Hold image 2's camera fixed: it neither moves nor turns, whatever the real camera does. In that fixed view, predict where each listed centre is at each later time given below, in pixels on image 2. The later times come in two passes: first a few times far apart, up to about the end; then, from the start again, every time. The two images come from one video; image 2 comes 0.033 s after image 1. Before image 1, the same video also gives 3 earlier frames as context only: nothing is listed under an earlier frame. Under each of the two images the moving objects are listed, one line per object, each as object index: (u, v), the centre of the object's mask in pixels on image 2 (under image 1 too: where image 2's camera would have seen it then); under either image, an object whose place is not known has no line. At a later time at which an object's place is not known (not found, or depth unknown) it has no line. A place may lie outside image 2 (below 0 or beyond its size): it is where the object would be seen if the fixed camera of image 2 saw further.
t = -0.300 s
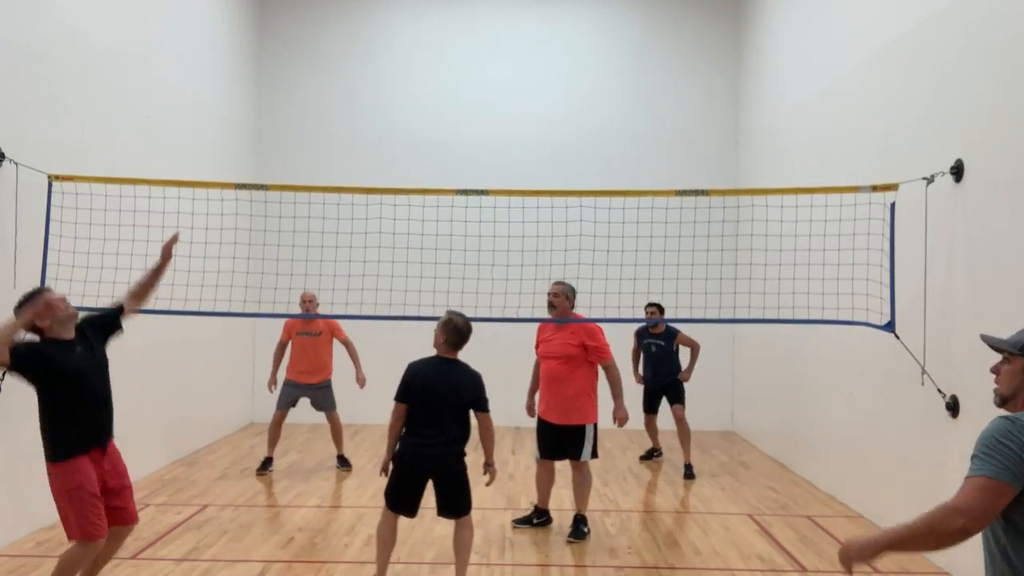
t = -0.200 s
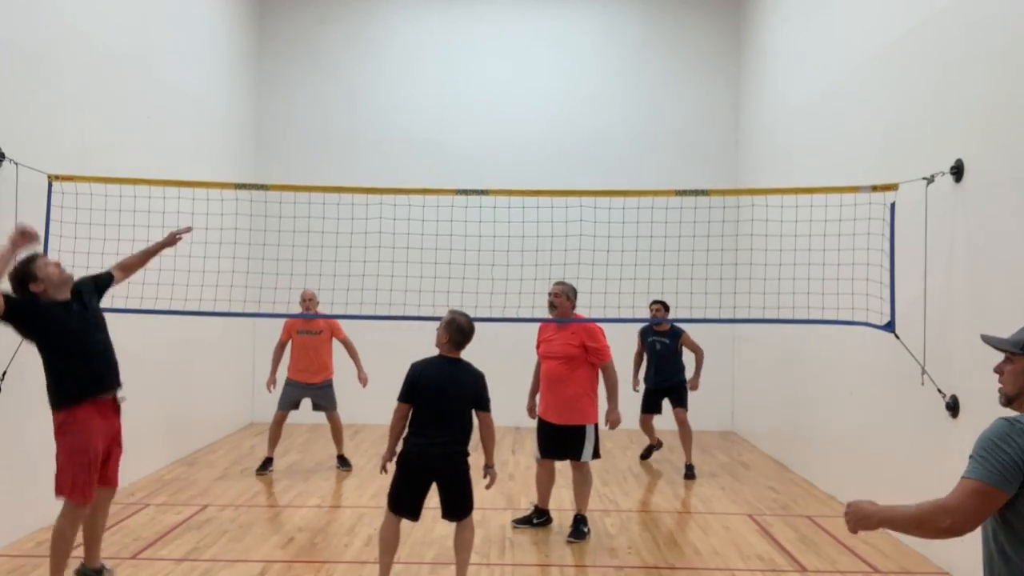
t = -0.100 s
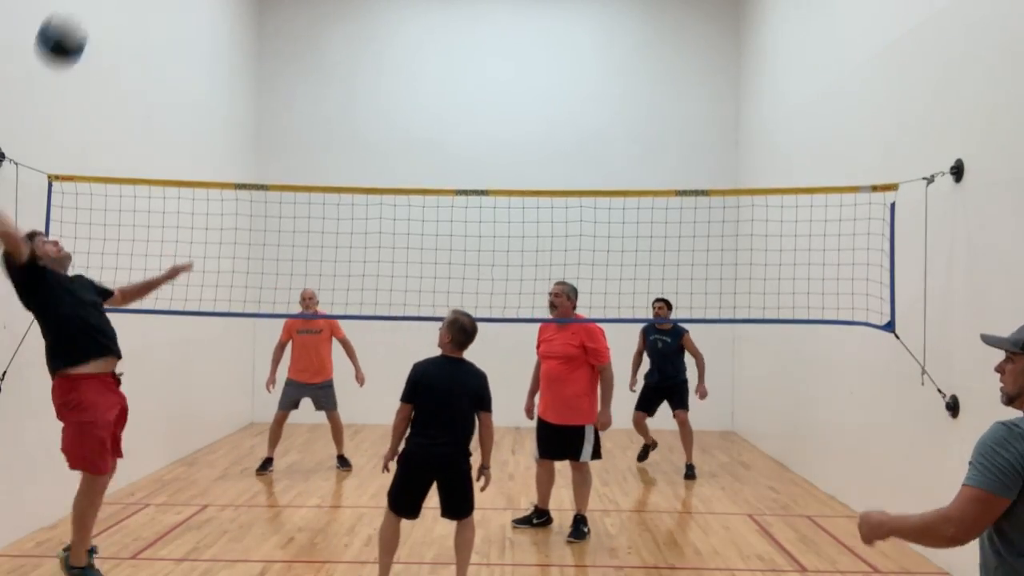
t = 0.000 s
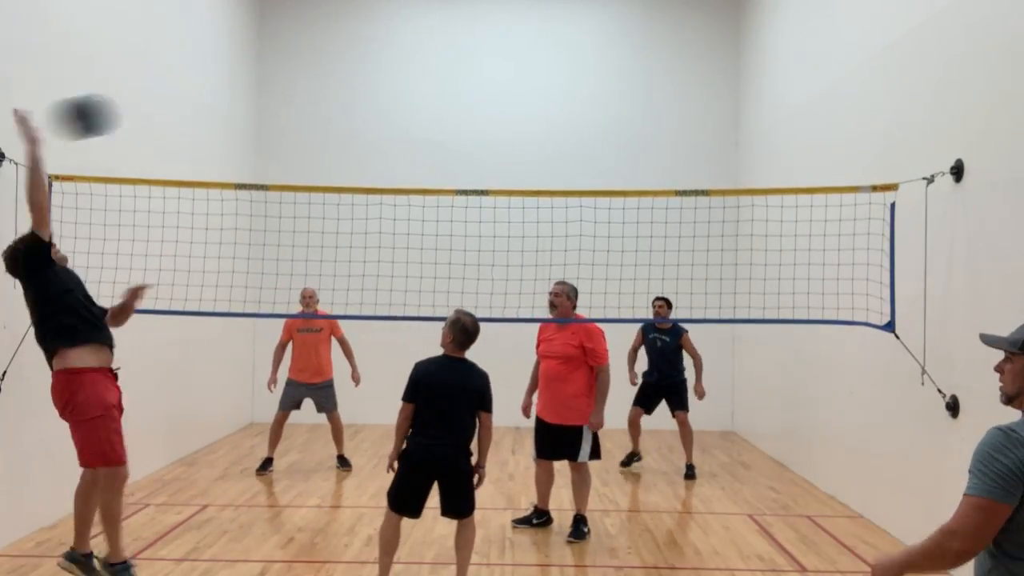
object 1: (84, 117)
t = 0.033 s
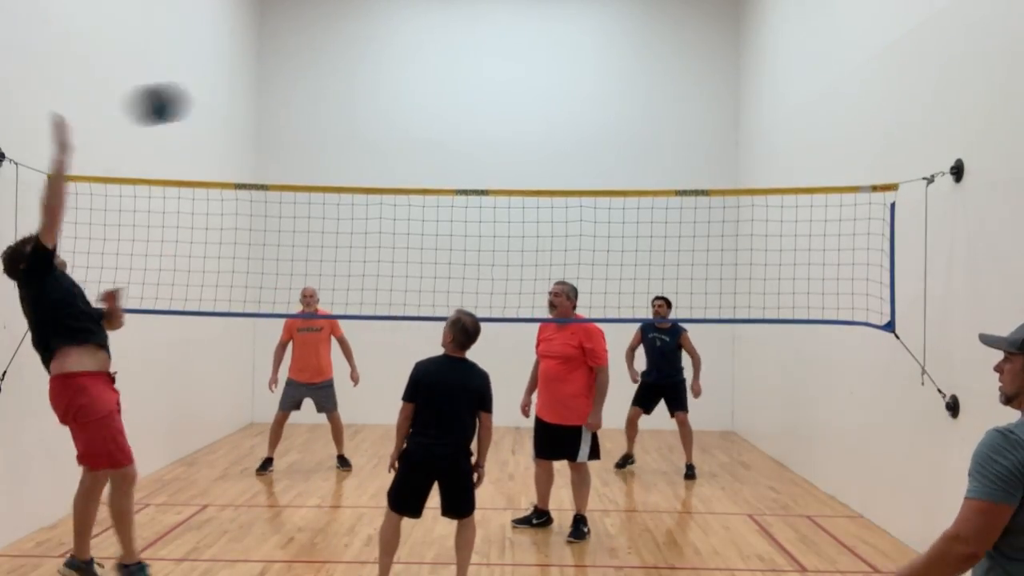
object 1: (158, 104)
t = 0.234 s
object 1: (507, 78)
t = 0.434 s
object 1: (746, 114)
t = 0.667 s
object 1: (798, 174)
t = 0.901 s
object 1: (615, 249)
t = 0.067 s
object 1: (226, 95)
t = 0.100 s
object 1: (289, 87)
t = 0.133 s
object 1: (350, 81)
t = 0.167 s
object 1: (407, 78)
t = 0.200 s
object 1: (458, 78)
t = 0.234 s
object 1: (507, 78)
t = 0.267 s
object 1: (553, 80)
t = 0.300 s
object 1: (595, 85)
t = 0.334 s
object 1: (636, 90)
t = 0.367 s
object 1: (675, 95)
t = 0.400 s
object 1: (712, 103)
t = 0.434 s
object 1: (746, 114)
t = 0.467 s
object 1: (778, 122)
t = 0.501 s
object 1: (809, 133)
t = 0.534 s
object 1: (837, 145)
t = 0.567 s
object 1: (863, 157)
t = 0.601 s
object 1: (856, 164)
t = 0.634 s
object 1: (827, 169)
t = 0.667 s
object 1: (798, 174)
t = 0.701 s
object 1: (769, 178)
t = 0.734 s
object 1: (742, 188)
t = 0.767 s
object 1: (716, 204)
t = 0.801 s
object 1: (689, 210)
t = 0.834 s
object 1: (663, 221)
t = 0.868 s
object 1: (639, 235)
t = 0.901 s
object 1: (615, 249)
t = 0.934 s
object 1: (591, 262)
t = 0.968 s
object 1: (568, 277)
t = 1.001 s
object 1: (547, 293)
